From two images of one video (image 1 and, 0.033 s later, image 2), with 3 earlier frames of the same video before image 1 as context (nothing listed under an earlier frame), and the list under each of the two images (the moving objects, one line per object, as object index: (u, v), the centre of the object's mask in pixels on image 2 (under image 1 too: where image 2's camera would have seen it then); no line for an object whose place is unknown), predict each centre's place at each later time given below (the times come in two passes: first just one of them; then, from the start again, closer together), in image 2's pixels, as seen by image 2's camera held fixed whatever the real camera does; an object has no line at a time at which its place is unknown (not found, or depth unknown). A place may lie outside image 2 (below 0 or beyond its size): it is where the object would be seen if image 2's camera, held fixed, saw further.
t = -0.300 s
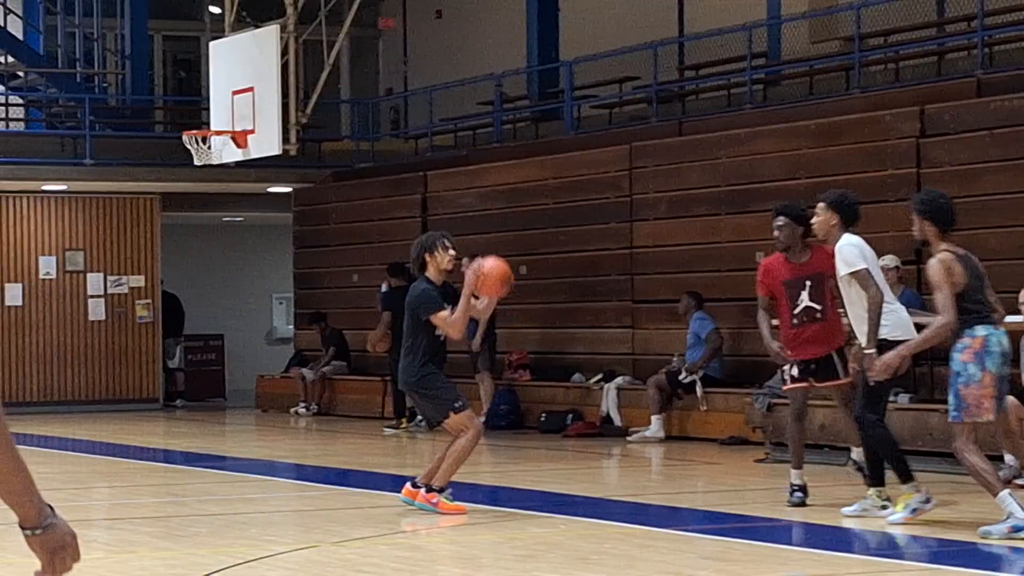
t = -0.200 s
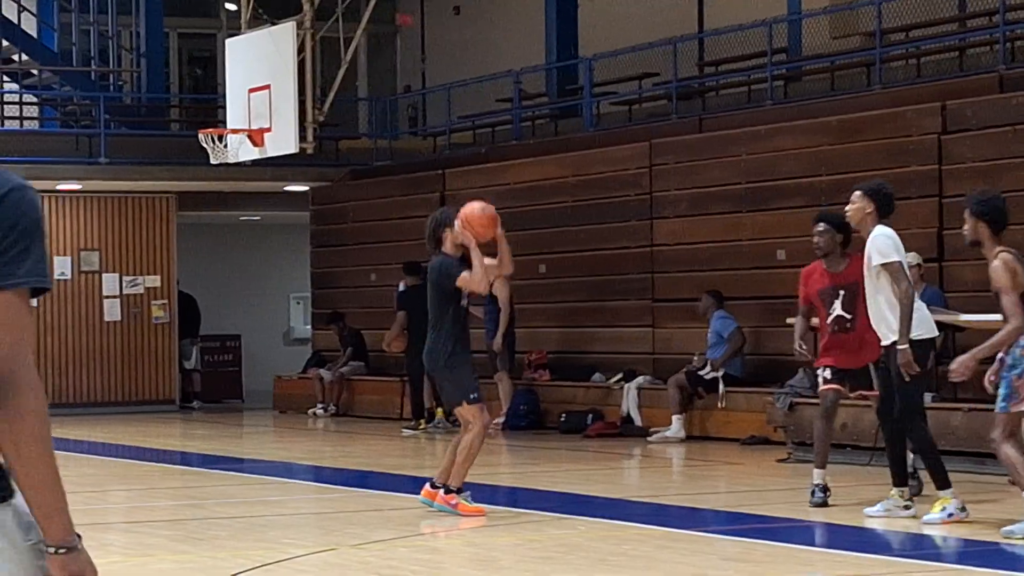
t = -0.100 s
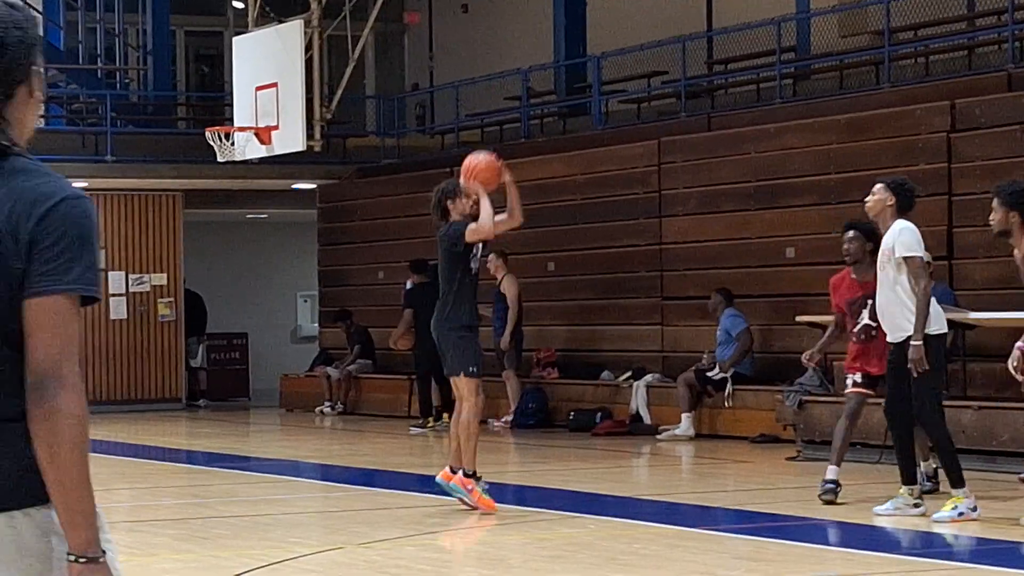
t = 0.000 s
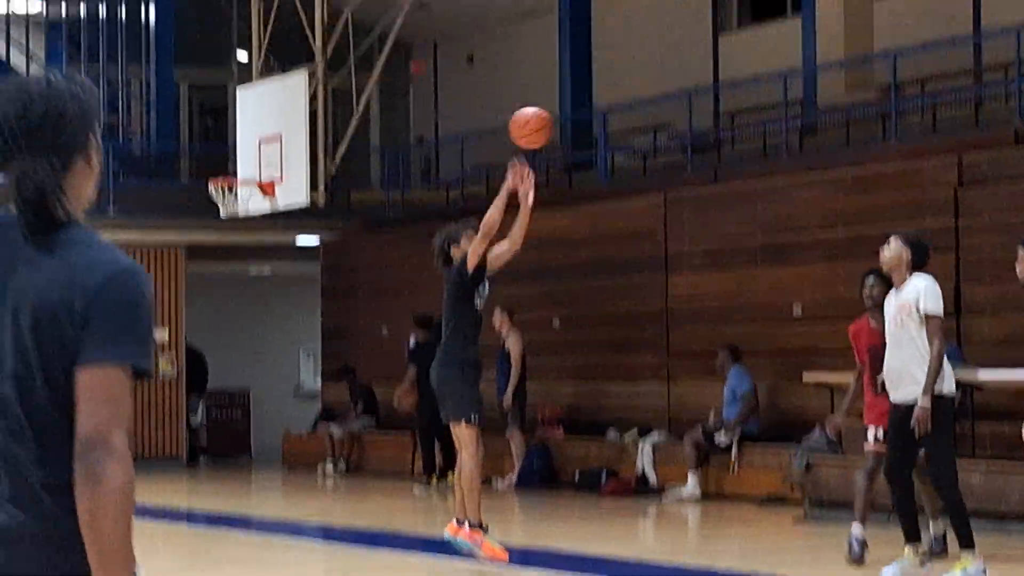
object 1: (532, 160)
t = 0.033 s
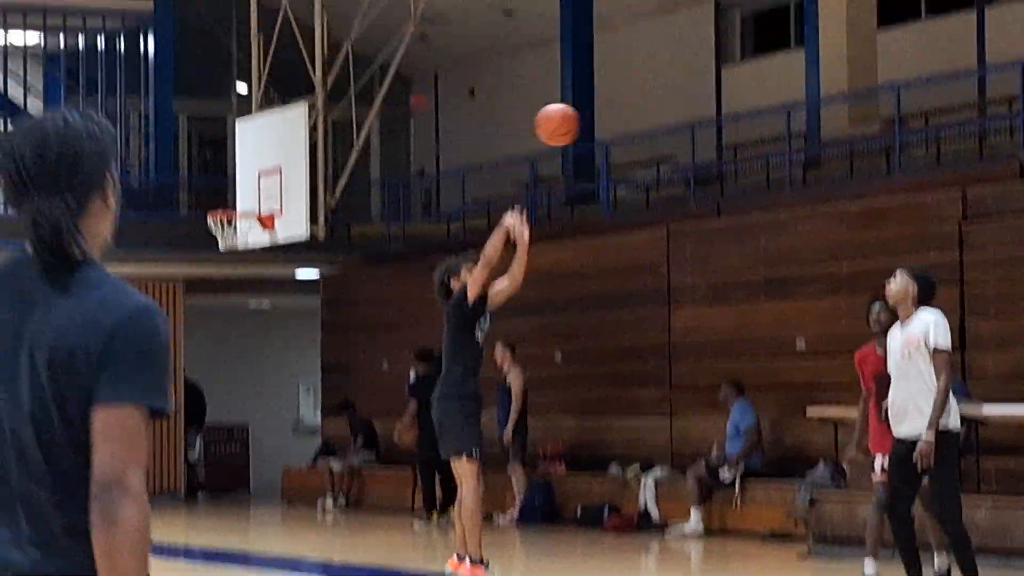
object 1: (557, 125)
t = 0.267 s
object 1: (738, -92)
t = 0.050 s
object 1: (570, 107)
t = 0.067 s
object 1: (583, 90)
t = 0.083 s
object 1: (595, 73)
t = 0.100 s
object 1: (608, 56)
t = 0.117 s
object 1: (622, 39)
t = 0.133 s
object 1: (635, 23)
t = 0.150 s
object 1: (648, 7)
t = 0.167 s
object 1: (661, -8)
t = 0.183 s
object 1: (673, -23)
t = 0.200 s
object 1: (685, -38)
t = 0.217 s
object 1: (698, -52)
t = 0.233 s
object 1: (712, -67)
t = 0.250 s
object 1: (724, -79)
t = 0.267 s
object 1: (738, -92)
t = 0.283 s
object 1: (752, -105)
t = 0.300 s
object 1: (764, -117)
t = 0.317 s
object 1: (780, -129)
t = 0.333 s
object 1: (794, -140)
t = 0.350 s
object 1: (808, -153)
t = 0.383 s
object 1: (837, -172)
